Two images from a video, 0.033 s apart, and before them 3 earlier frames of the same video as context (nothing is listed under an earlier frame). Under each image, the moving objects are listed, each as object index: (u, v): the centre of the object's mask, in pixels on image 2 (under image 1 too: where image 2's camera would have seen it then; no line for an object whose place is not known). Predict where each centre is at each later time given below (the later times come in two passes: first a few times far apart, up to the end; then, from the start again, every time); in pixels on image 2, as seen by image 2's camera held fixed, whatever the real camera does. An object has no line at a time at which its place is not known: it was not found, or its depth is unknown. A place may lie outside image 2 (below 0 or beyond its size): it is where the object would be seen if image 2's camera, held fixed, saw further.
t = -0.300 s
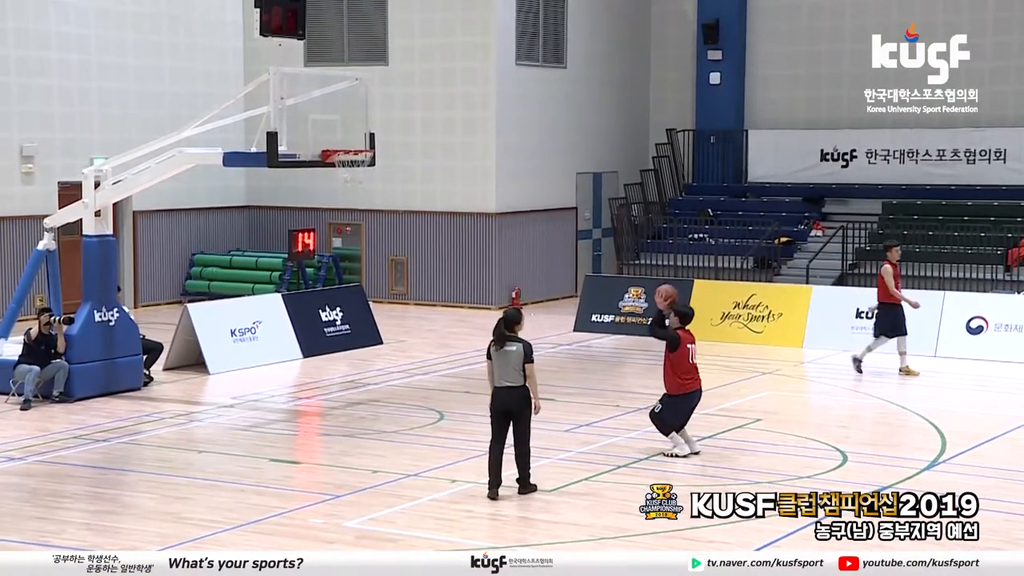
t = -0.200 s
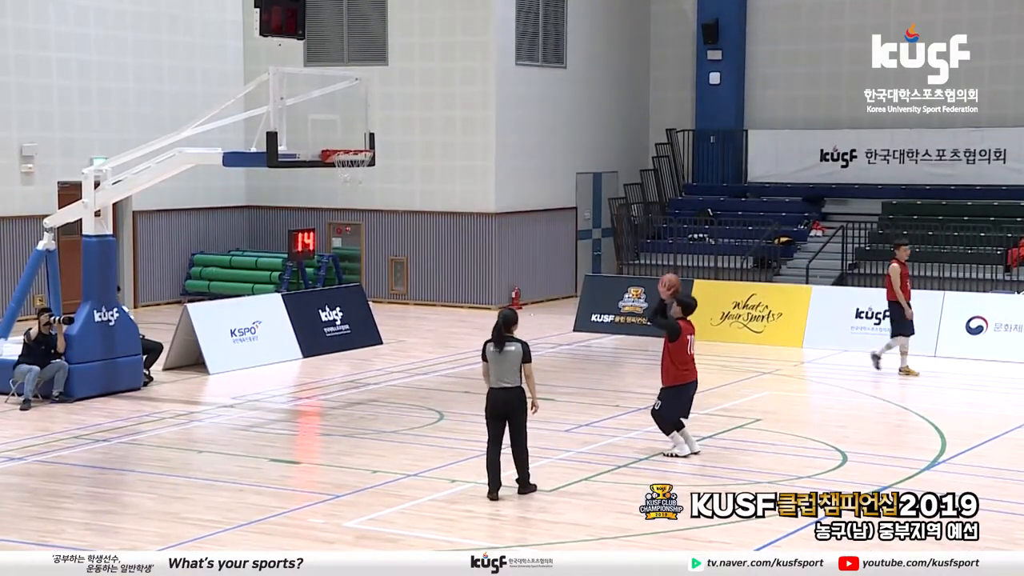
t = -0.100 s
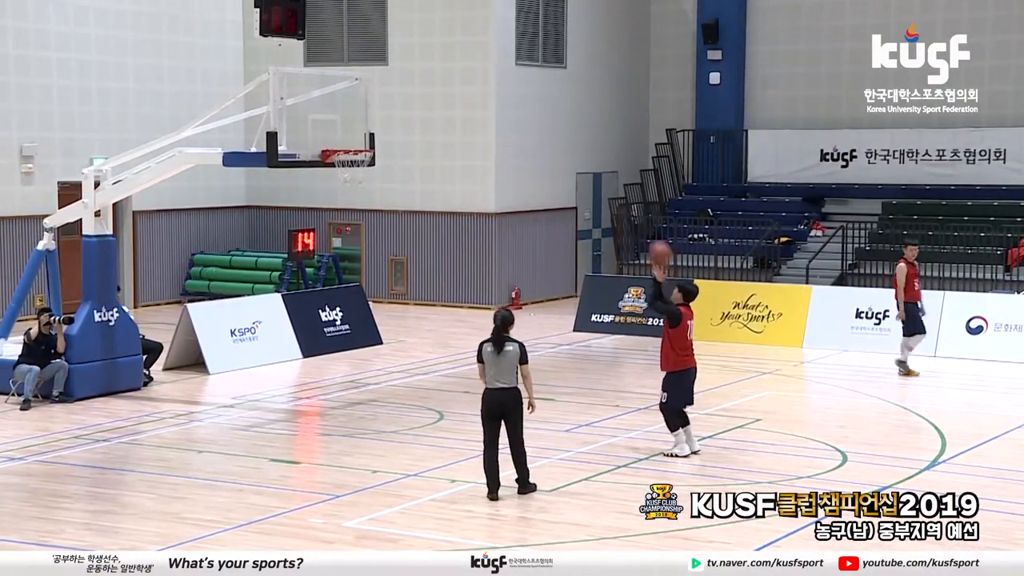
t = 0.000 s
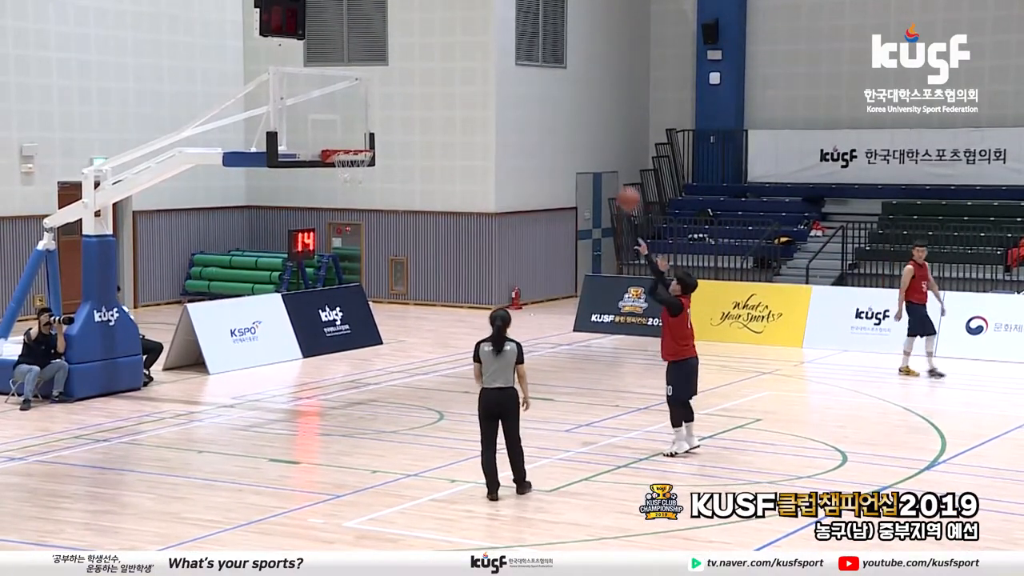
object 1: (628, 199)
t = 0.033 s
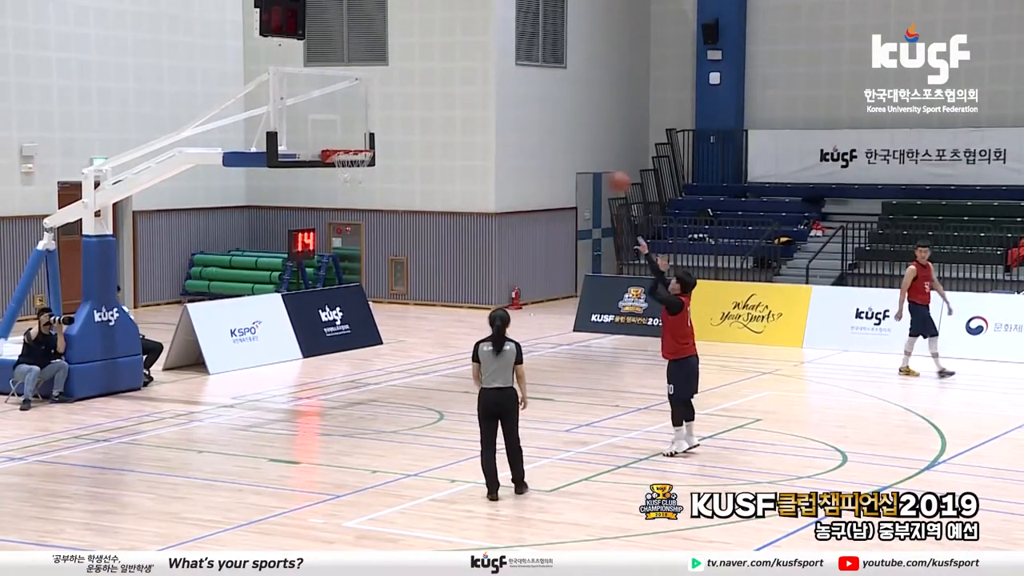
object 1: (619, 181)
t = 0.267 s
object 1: (547, 98)
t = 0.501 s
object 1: (479, 64)
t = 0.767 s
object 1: (405, 85)
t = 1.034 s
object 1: (345, 146)
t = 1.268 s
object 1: (361, 174)
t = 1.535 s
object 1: (374, 208)
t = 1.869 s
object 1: (388, 339)
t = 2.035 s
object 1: (394, 398)
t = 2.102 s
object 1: (395, 371)
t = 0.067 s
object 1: (608, 167)
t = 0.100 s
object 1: (598, 153)
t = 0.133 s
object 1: (588, 140)
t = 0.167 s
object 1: (577, 129)
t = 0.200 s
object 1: (567, 117)
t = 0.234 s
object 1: (557, 107)
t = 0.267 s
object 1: (547, 98)
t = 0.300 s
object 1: (537, 90)
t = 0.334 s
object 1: (527, 83)
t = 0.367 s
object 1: (517, 78)
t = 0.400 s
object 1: (508, 73)
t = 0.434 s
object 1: (498, 69)
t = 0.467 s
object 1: (488, 66)
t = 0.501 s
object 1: (479, 64)
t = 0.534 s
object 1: (469, 63)
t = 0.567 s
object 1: (460, 63)
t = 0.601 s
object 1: (451, 65)
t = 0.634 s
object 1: (441, 67)
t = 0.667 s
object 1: (432, 70)
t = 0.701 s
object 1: (423, 74)
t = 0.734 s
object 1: (414, 79)
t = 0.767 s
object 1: (405, 85)
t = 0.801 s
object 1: (396, 92)
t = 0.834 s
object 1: (387, 101)
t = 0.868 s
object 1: (378, 109)
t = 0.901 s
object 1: (369, 119)
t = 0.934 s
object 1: (361, 129)
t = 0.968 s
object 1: (352, 141)
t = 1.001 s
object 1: (347, 143)
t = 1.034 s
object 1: (345, 146)
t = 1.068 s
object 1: (343, 155)
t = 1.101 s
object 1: (345, 161)
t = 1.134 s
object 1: (348, 164)
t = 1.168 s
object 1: (350, 168)
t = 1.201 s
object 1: (355, 171)
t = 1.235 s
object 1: (358, 173)
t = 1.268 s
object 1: (361, 174)
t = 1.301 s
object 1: (363, 174)
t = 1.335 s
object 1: (365, 177)
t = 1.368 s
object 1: (367, 180)
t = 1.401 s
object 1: (368, 184)
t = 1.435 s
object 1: (370, 189)
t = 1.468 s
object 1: (371, 195)
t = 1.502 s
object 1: (373, 201)
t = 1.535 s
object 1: (374, 208)
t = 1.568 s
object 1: (375, 217)
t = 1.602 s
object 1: (377, 228)
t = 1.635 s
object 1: (378, 238)
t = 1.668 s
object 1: (379, 250)
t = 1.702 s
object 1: (381, 263)
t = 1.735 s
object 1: (381, 276)
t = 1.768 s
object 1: (383, 290)
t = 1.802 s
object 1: (385, 305)
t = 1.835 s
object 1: (387, 321)
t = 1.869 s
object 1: (388, 339)
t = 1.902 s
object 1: (390, 357)
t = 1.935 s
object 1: (391, 376)
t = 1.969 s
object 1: (392, 395)
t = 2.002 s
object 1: (394, 413)
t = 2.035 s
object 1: (394, 398)
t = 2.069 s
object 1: (395, 385)
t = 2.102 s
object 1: (395, 371)
